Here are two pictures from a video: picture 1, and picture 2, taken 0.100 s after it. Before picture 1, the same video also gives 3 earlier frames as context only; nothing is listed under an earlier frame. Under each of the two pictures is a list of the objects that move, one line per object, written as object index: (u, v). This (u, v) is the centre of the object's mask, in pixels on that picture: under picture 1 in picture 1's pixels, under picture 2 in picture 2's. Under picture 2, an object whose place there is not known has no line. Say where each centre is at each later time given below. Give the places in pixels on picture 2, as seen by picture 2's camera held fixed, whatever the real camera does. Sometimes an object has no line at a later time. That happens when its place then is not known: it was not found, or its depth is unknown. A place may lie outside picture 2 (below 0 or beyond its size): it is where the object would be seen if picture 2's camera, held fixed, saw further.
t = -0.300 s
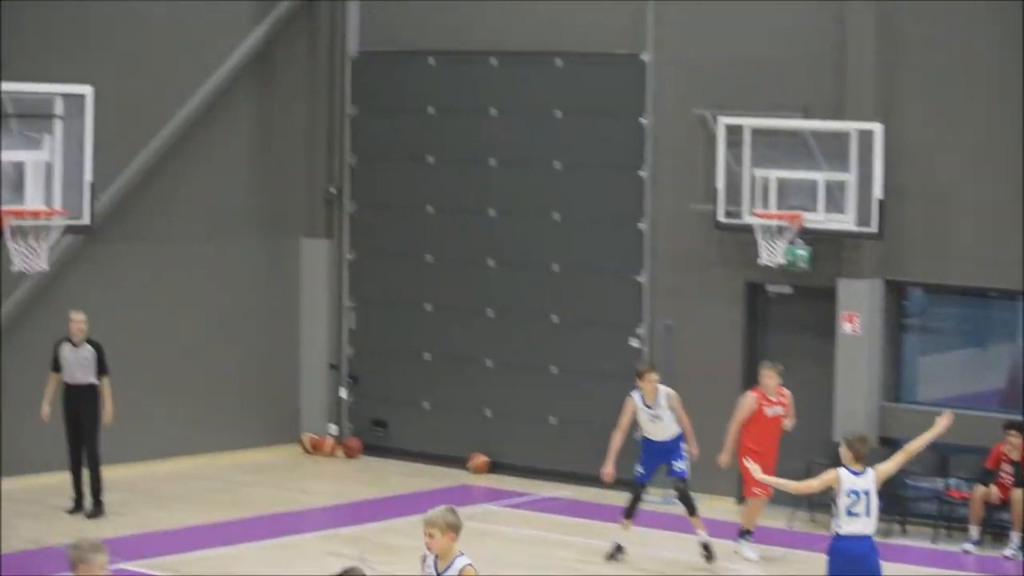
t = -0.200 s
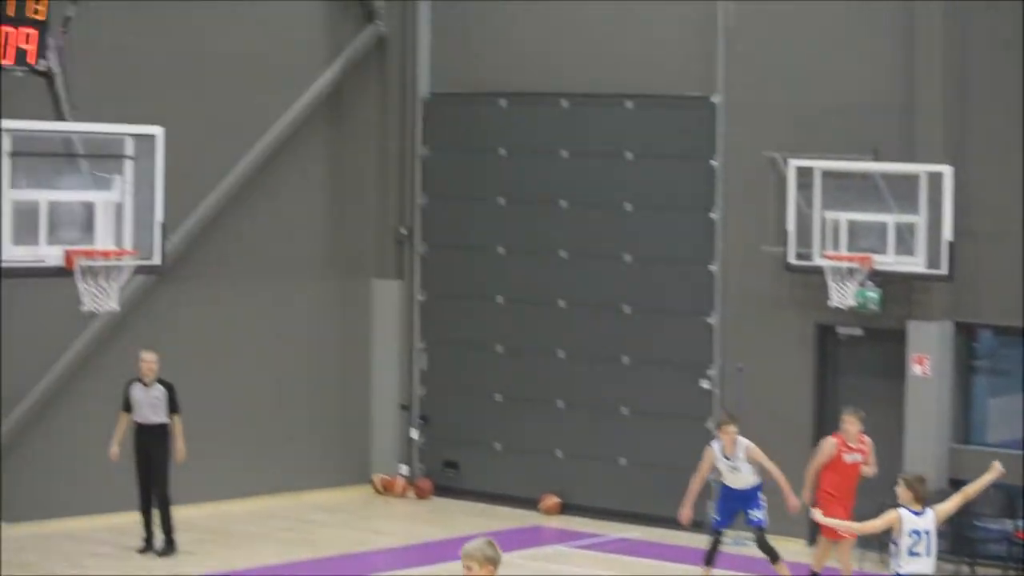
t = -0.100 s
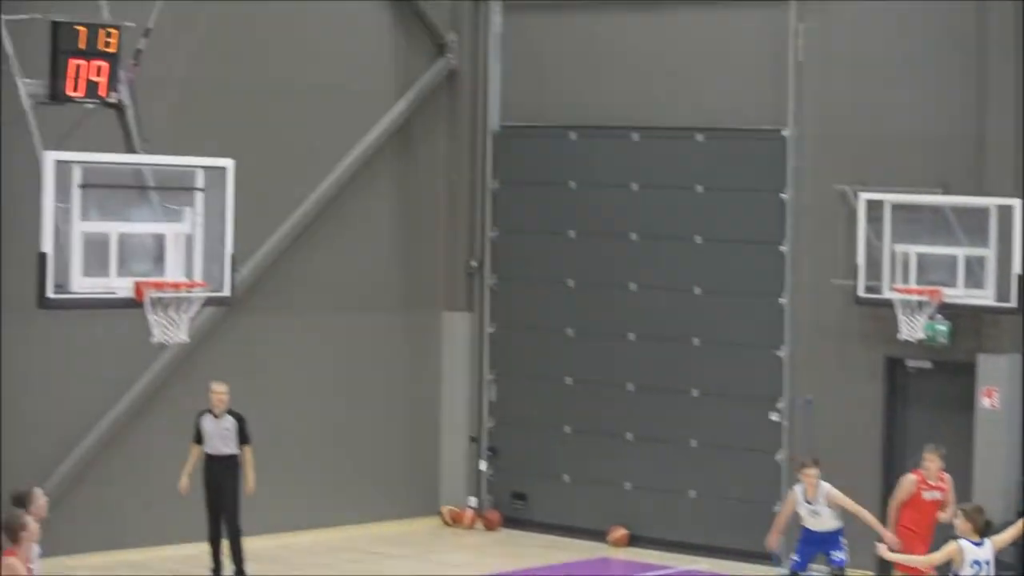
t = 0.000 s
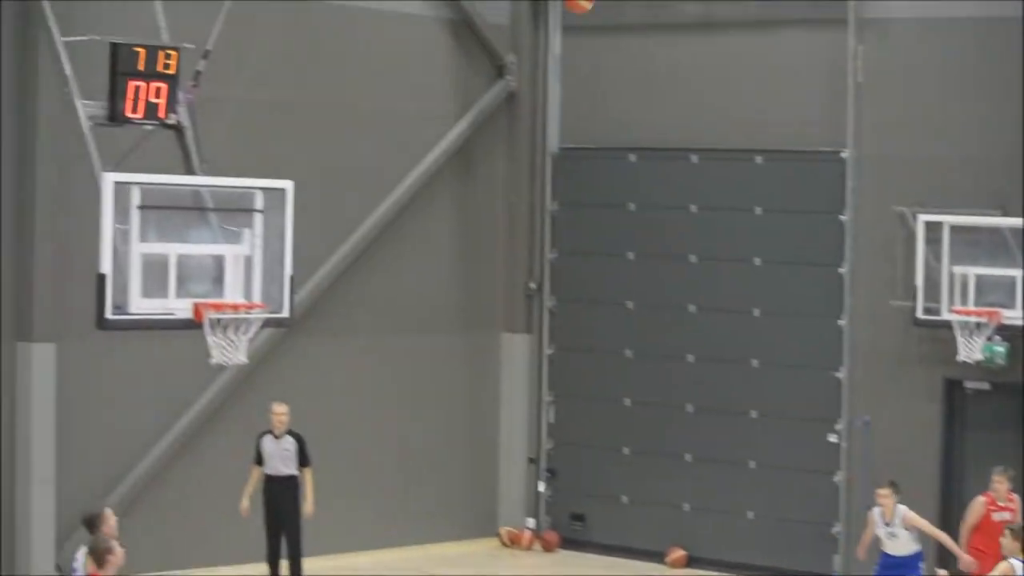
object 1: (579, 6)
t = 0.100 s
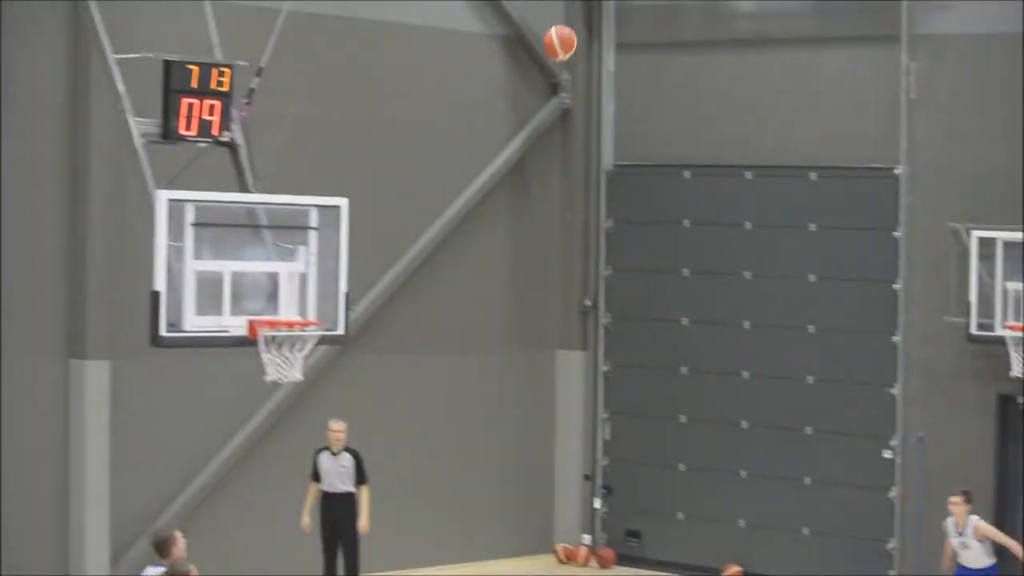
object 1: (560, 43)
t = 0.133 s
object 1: (537, 56)
